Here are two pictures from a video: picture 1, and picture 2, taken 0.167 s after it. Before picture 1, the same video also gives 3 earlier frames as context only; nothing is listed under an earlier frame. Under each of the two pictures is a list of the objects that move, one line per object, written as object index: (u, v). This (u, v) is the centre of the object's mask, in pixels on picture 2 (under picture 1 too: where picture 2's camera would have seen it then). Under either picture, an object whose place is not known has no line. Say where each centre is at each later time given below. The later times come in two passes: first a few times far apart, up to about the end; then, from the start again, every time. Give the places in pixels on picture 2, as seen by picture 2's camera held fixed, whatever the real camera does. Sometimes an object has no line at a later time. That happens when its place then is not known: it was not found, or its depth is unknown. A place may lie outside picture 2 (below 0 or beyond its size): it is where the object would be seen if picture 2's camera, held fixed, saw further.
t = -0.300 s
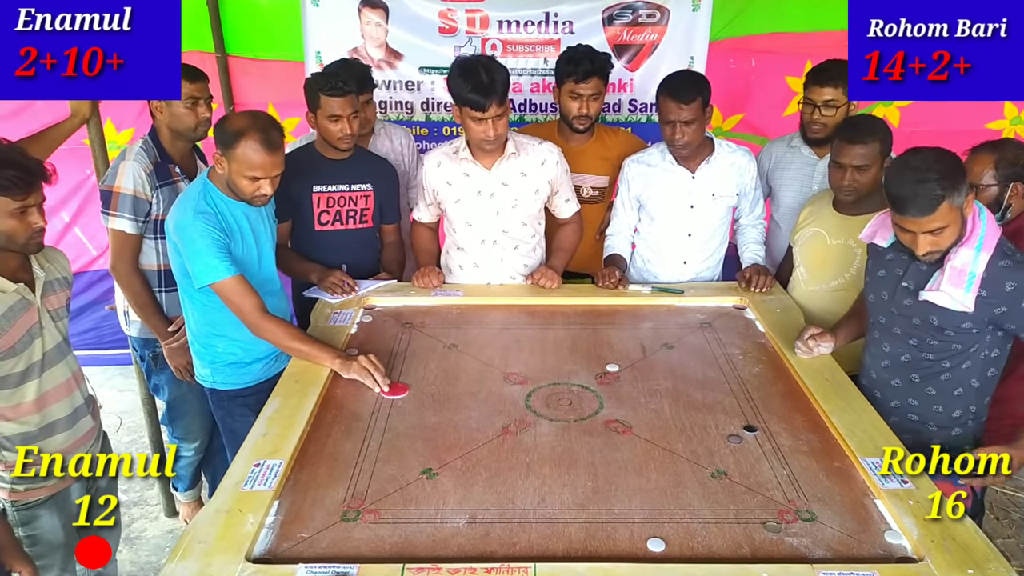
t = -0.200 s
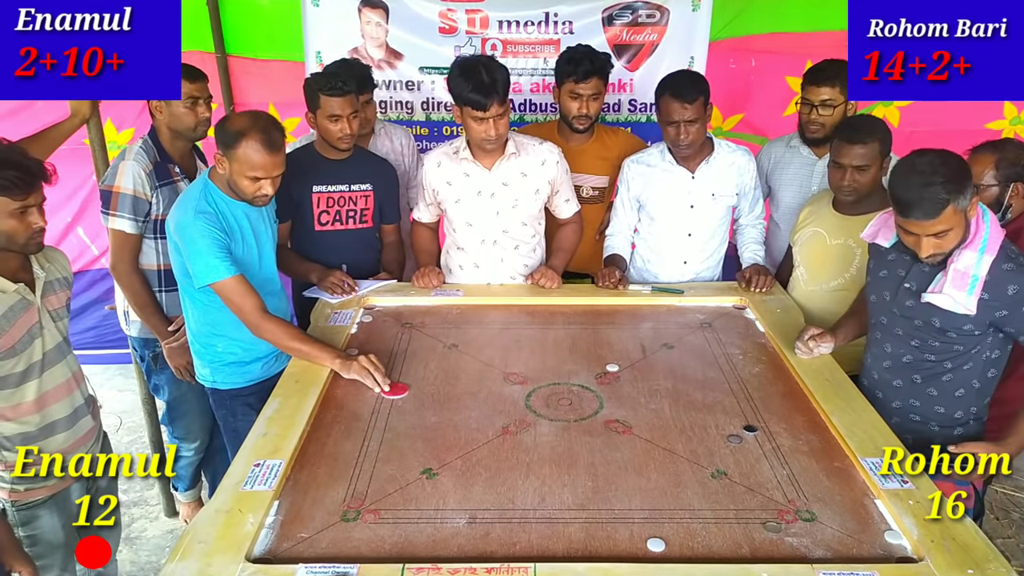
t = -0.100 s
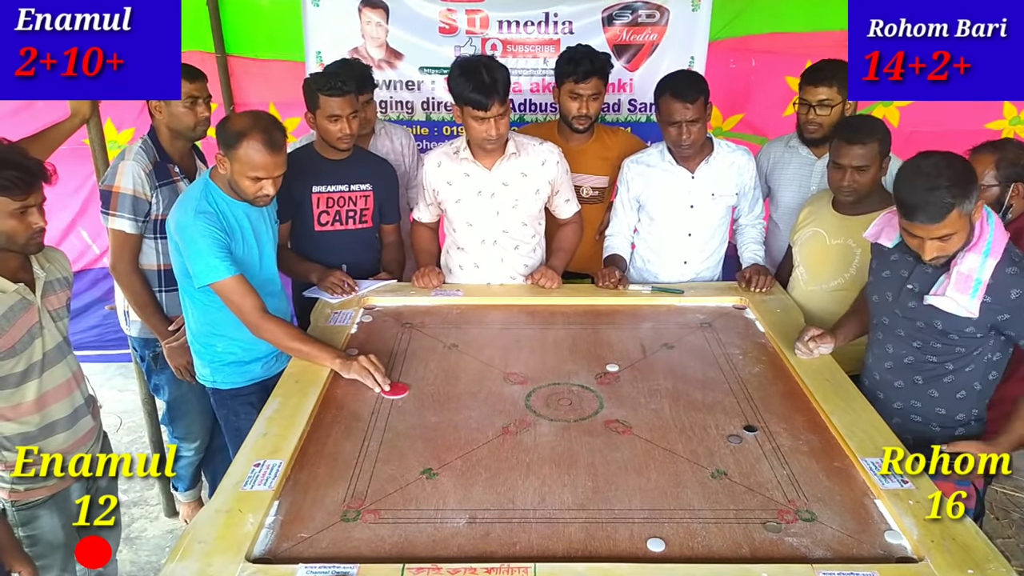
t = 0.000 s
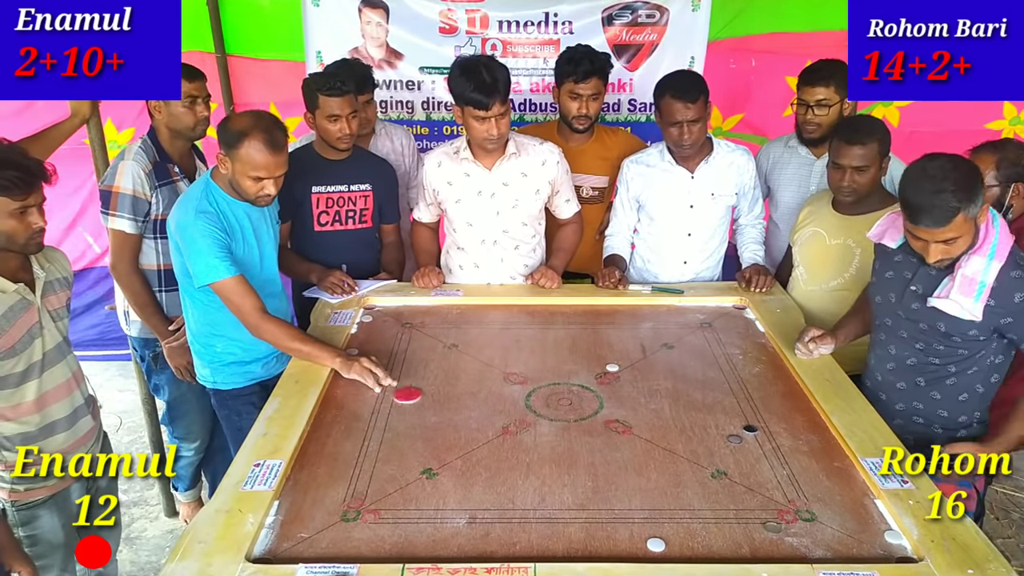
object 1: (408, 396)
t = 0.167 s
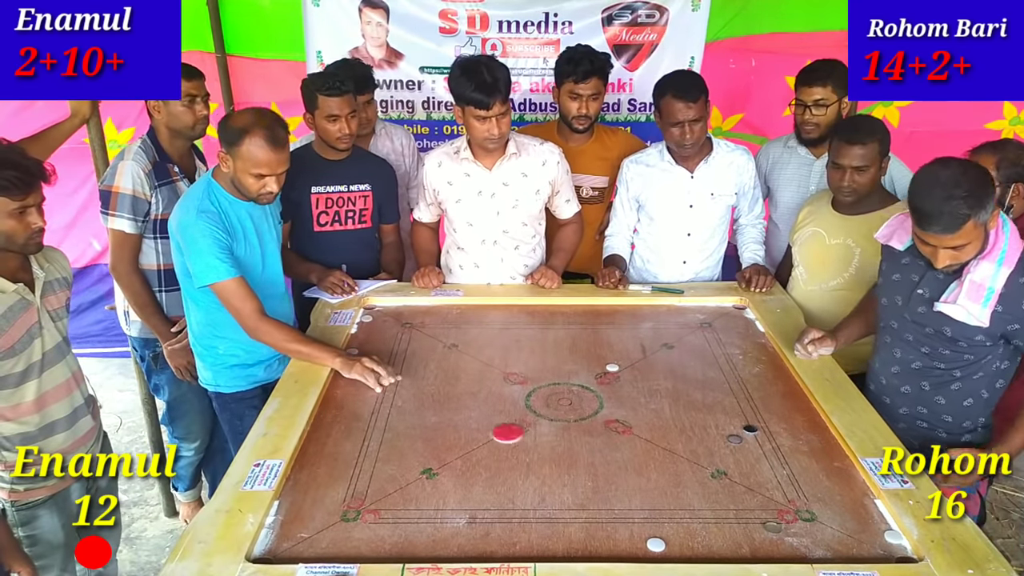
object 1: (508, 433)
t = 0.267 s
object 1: (569, 454)
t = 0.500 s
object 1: (716, 507)
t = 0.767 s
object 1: (833, 548)
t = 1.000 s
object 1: (878, 553)
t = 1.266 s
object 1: (883, 553)
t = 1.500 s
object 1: (884, 553)
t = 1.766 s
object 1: (883, 553)
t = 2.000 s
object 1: (883, 553)
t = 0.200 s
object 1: (528, 439)
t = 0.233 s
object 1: (549, 447)
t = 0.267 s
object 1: (569, 454)
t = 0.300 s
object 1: (590, 462)
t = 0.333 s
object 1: (611, 470)
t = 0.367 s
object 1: (632, 477)
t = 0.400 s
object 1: (653, 485)
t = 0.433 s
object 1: (674, 492)
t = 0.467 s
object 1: (695, 500)
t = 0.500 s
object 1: (716, 507)
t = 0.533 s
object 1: (737, 514)
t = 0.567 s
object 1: (754, 521)
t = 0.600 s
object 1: (769, 526)
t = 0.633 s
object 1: (784, 531)
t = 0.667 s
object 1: (797, 536)
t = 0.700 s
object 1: (810, 540)
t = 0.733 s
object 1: (821, 543)
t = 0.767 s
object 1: (833, 548)
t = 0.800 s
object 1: (844, 550)
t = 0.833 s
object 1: (852, 552)
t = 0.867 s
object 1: (860, 554)
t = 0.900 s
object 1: (867, 554)
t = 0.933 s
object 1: (872, 554)
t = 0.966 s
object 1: (874, 554)
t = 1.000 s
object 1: (878, 553)
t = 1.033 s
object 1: (880, 553)
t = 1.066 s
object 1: (882, 553)
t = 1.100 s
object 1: (883, 553)
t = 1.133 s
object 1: (883, 553)
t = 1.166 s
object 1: (883, 553)
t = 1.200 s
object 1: (883, 553)
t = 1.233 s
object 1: (883, 553)
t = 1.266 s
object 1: (883, 553)
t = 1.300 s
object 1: (883, 553)
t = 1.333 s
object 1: (883, 553)
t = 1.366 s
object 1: (884, 553)
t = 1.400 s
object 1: (884, 553)
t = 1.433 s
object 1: (884, 553)
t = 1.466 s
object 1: (884, 553)
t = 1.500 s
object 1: (884, 553)
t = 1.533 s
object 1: (884, 553)
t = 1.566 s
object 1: (884, 553)
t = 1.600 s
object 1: (883, 553)
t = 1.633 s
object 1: (884, 553)
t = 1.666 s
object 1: (883, 553)
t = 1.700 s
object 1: (884, 553)
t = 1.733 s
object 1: (883, 553)
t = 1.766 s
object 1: (883, 553)
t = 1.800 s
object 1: (884, 553)
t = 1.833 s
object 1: (883, 553)
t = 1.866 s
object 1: (883, 553)
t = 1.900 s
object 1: (883, 553)
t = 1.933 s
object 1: (883, 553)
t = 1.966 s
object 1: (883, 553)
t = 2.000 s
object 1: (883, 553)
